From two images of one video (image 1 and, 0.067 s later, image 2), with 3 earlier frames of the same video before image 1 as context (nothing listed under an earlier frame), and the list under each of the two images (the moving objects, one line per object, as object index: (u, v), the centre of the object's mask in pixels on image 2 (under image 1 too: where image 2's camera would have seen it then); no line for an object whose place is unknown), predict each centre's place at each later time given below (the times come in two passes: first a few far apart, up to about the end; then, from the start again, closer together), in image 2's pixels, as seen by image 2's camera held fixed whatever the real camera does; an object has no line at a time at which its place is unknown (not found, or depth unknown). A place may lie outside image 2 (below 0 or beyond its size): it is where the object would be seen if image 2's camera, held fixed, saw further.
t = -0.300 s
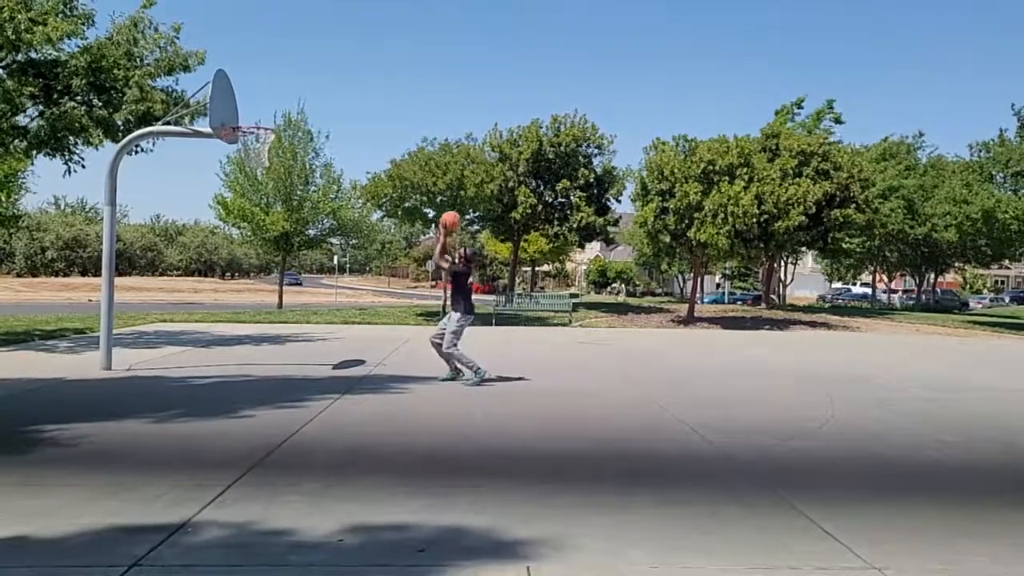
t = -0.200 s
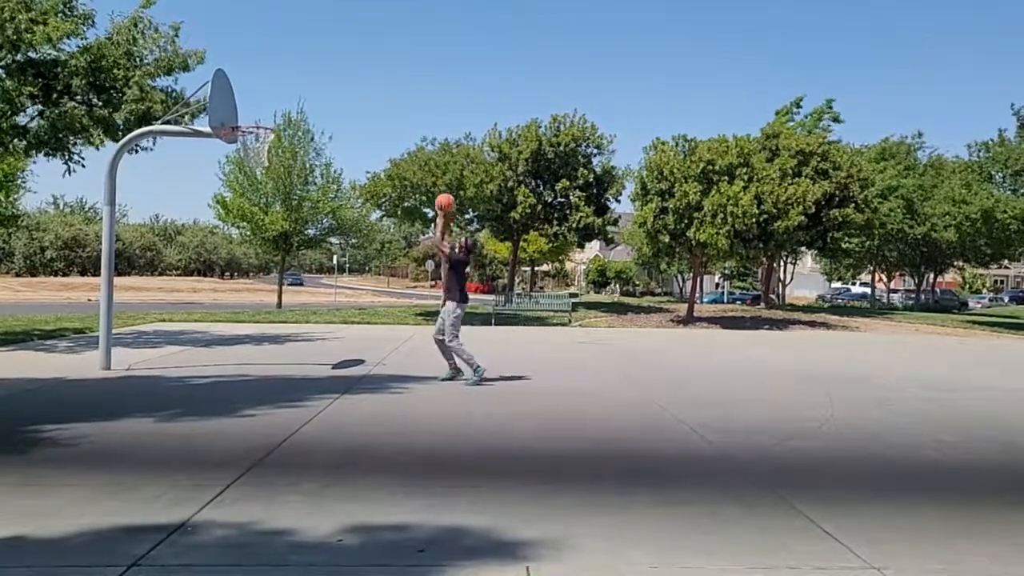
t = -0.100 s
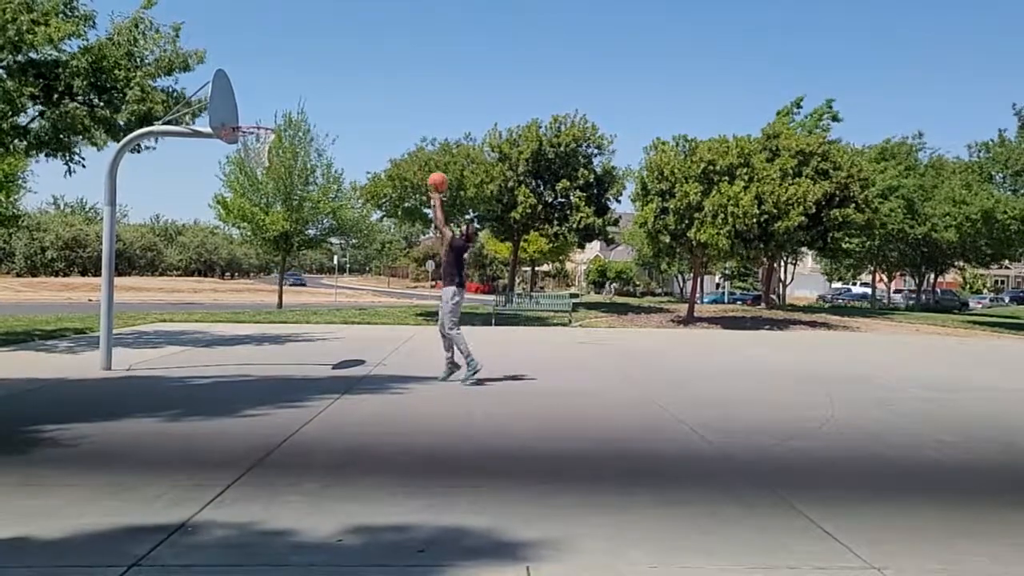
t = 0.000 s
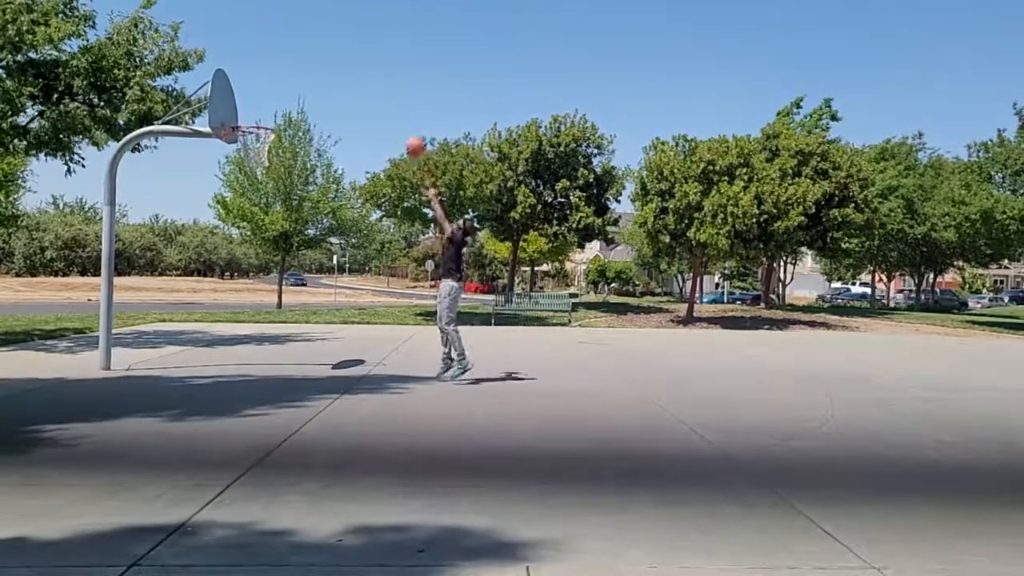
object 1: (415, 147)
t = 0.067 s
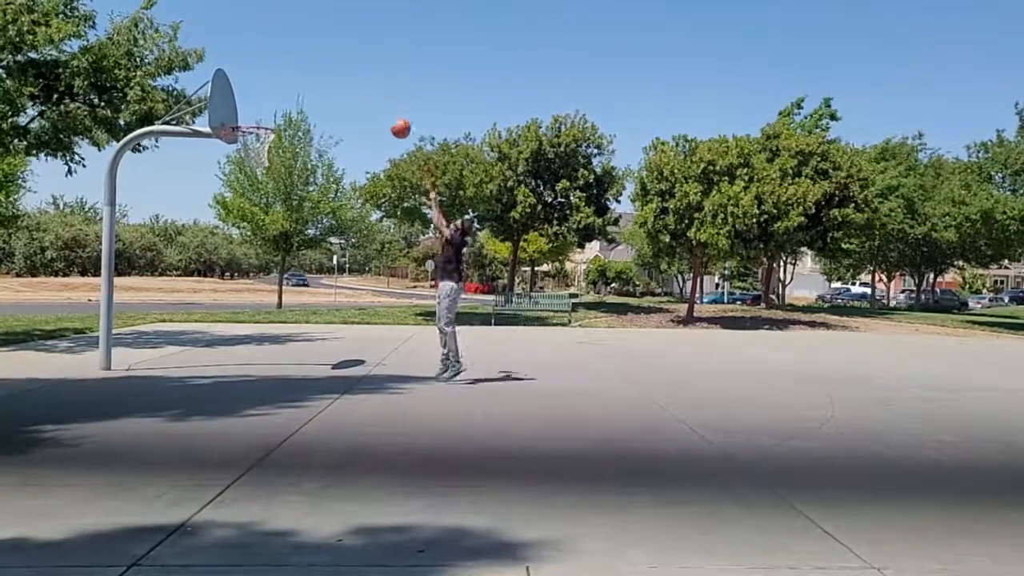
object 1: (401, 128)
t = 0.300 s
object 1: (347, 92)
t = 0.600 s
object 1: (282, 110)
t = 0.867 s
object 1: (249, 114)
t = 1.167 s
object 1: (249, 110)
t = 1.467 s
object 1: (257, 143)
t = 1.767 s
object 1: (260, 212)
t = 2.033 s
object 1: (261, 328)
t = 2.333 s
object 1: (255, 273)
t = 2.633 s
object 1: (247, 214)
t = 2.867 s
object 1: (239, 214)
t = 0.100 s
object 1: (393, 121)
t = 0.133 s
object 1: (385, 113)
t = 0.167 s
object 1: (377, 108)
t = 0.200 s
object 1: (370, 102)
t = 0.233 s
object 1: (362, 98)
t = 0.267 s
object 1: (354, 95)
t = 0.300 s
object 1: (347, 92)
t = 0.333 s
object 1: (340, 91)
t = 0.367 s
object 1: (332, 90)
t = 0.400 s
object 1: (325, 90)
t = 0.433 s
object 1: (318, 91)
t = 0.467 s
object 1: (310, 93)
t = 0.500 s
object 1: (303, 96)
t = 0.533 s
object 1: (296, 99)
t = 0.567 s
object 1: (289, 104)
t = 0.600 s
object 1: (282, 110)
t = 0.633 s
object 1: (274, 116)
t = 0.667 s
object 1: (269, 118)
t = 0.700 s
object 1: (265, 116)
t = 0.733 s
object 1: (263, 115)
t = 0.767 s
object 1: (259, 113)
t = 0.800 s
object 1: (255, 112)
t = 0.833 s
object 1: (252, 113)
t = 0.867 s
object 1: (249, 114)
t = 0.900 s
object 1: (245, 117)
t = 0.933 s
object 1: (242, 119)
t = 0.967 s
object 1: (242, 118)
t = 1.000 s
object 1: (243, 115)
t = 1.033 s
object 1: (244, 112)
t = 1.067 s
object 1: (245, 111)
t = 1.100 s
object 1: (246, 110)
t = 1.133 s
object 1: (247, 110)
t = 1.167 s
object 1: (249, 110)
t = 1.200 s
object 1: (249, 111)
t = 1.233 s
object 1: (251, 113)
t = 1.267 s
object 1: (252, 116)
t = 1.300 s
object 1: (253, 119)
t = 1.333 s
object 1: (254, 122)
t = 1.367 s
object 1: (255, 133)
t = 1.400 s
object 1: (255, 135)
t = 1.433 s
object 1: (256, 139)
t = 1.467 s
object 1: (257, 143)
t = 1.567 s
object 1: (259, 161)
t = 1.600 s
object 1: (259, 172)
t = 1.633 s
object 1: (259, 176)
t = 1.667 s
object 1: (259, 182)
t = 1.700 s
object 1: (259, 189)
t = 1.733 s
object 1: (262, 201)
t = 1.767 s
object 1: (260, 212)
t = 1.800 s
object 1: (259, 224)
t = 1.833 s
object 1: (260, 235)
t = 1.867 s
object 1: (260, 249)
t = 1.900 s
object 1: (260, 262)
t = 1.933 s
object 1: (260, 278)
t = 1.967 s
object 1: (261, 295)
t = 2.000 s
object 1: (261, 310)
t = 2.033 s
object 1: (261, 328)
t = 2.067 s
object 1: (261, 346)
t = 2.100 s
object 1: (262, 366)
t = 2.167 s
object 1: (260, 336)
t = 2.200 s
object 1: (259, 322)
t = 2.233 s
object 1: (258, 309)
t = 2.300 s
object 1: (257, 285)
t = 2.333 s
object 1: (255, 273)
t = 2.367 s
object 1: (255, 262)
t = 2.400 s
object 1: (253, 251)
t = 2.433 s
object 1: (250, 245)
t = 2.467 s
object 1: (252, 238)
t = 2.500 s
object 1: (250, 230)
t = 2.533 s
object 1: (248, 225)
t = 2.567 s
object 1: (248, 220)
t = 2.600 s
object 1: (247, 216)
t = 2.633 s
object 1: (247, 214)
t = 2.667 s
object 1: (246, 212)
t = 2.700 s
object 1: (243, 210)
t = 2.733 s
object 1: (243, 209)
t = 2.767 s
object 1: (242, 209)
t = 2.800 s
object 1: (241, 209)
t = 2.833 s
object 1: (240, 211)
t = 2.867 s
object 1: (239, 214)
